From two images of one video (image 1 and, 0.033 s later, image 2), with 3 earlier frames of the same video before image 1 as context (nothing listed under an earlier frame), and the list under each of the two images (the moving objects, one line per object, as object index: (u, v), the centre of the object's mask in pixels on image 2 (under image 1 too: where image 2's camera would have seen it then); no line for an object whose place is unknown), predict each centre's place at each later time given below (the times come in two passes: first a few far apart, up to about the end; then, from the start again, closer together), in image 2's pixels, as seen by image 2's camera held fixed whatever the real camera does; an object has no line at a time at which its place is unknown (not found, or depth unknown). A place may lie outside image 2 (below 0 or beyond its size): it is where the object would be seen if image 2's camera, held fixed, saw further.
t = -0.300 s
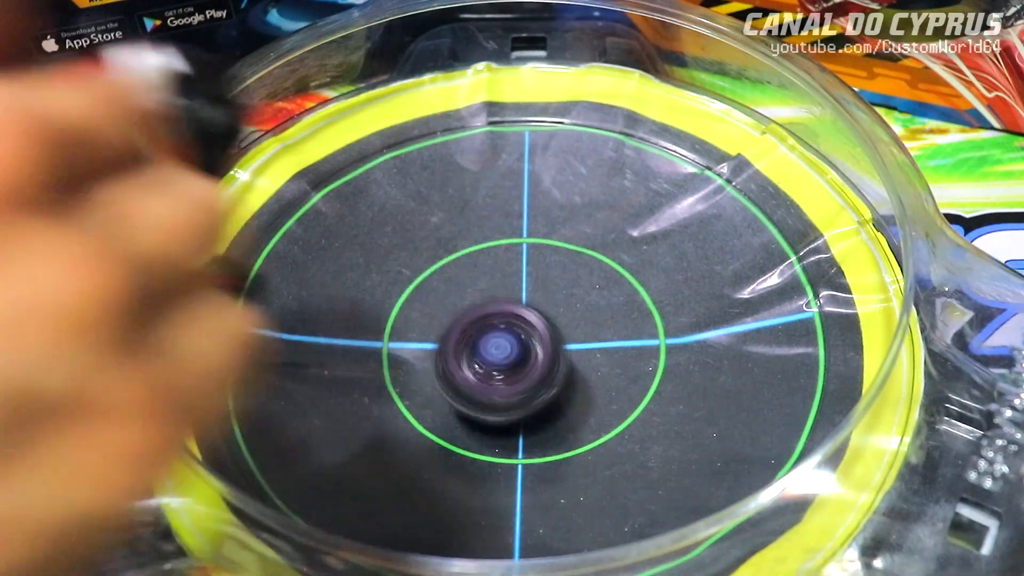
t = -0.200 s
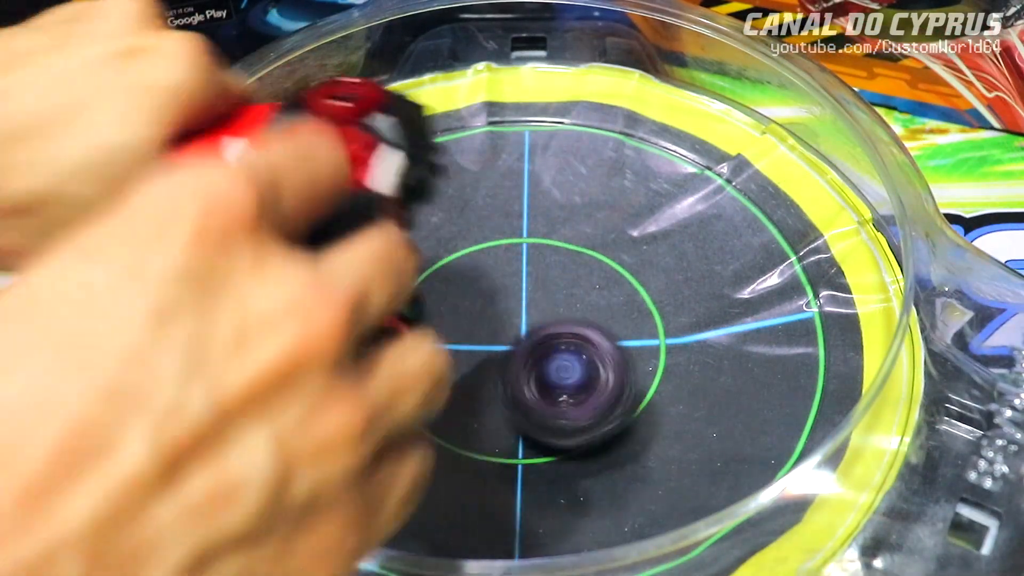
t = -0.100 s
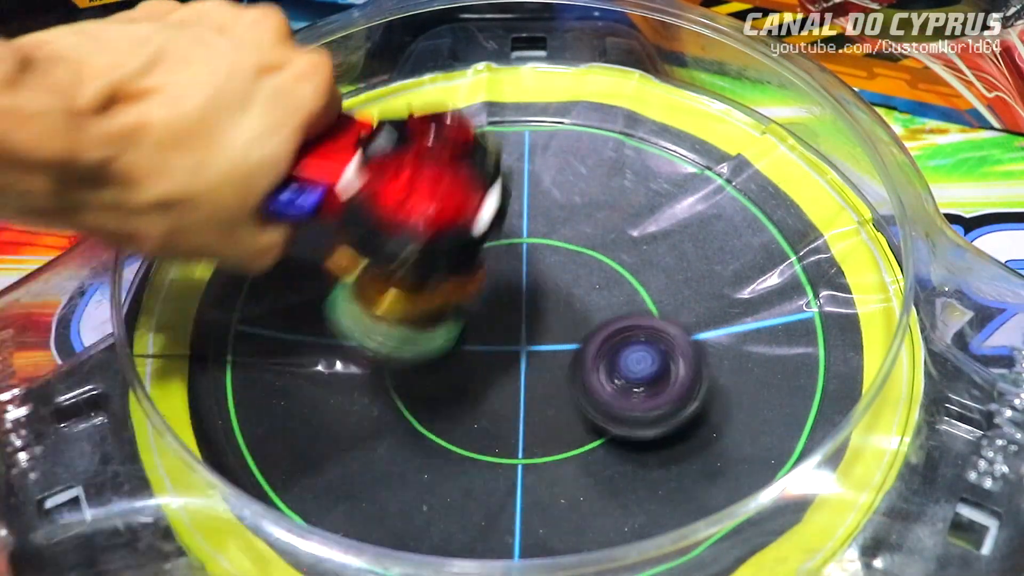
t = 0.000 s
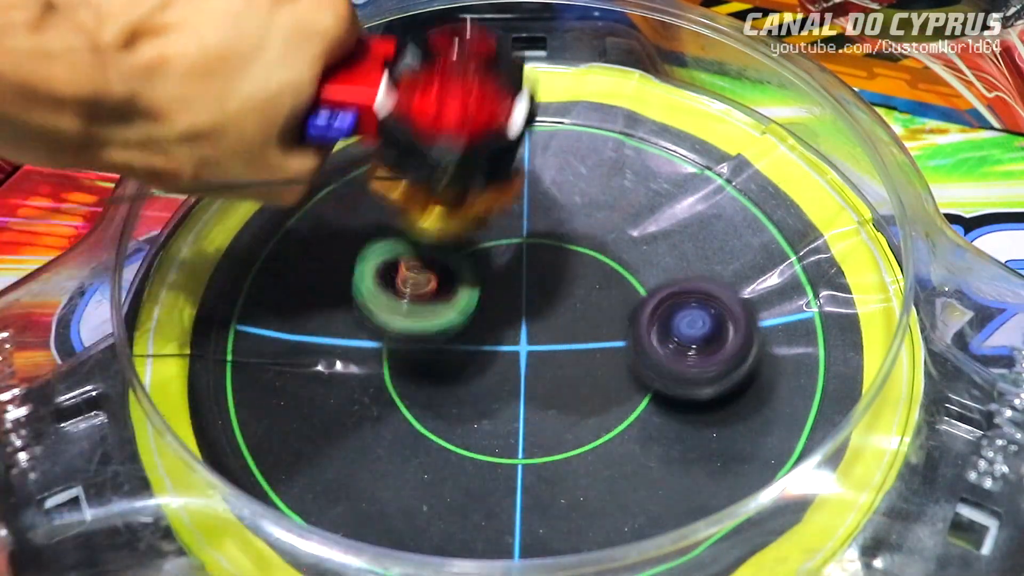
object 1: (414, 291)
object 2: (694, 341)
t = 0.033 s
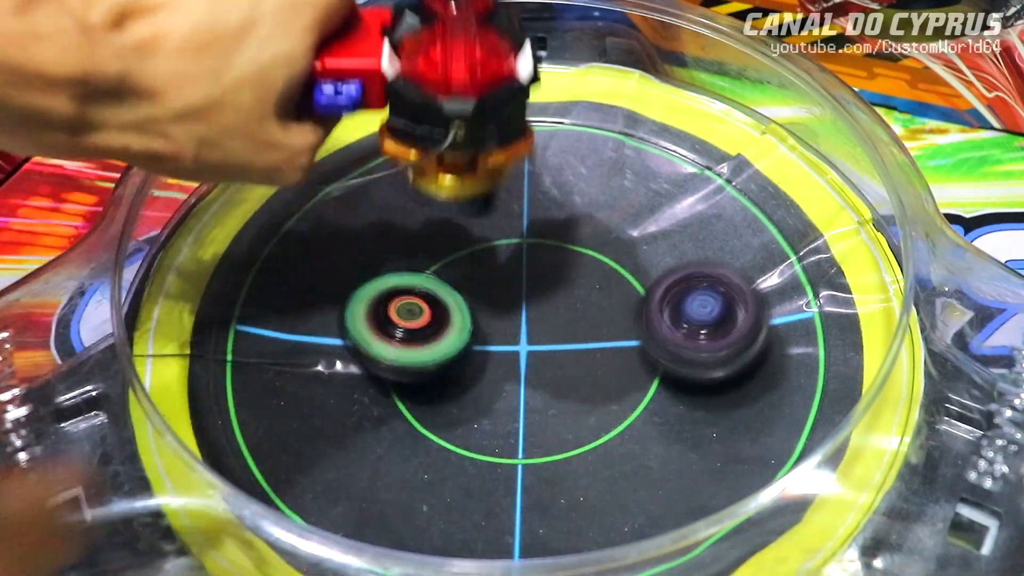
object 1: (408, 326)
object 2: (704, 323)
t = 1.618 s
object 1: (469, 397)
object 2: (464, 285)
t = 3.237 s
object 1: (596, 365)
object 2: (402, 346)
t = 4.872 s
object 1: (657, 301)
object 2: (486, 371)
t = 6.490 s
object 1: (76, 417)
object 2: (396, 377)
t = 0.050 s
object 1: (404, 324)
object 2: (707, 314)
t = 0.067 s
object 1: (401, 323)
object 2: (709, 305)
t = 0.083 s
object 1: (398, 330)
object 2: (708, 296)
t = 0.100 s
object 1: (397, 336)
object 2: (706, 288)
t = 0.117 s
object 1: (398, 336)
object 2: (703, 278)
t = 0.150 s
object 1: (403, 337)
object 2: (694, 266)
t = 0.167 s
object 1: (406, 336)
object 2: (685, 260)
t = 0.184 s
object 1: (409, 334)
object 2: (675, 257)
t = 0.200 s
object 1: (413, 332)
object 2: (666, 254)
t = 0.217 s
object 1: (418, 329)
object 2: (656, 251)
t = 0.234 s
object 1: (423, 326)
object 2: (645, 249)
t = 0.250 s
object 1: (428, 322)
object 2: (633, 248)
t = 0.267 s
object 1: (432, 318)
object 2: (621, 247)
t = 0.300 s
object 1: (441, 308)
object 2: (596, 248)
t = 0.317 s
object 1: (445, 303)
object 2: (584, 249)
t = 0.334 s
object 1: (448, 297)
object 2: (571, 251)
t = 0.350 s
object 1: (428, 294)
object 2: (575, 248)
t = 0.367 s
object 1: (397, 296)
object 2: (587, 243)
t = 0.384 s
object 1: (370, 297)
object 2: (599, 238)
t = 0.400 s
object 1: (341, 296)
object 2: (610, 234)
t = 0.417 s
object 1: (318, 296)
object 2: (620, 232)
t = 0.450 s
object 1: (274, 302)
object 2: (634, 229)
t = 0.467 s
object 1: (255, 306)
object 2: (639, 229)
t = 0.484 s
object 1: (239, 312)
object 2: (642, 229)
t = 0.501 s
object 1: (225, 315)
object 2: (644, 230)
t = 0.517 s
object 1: (214, 320)
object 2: (645, 232)
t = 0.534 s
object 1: (210, 327)
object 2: (645, 233)
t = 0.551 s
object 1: (217, 336)
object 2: (642, 236)
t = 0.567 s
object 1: (225, 344)
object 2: (638, 238)
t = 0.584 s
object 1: (235, 351)
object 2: (634, 241)
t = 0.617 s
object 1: (259, 368)
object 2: (624, 247)
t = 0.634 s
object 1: (275, 378)
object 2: (618, 249)
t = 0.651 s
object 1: (292, 388)
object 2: (611, 253)
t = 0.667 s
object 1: (309, 396)
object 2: (606, 257)
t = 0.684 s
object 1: (328, 402)
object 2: (600, 261)
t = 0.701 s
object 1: (349, 408)
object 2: (592, 266)
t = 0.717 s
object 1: (371, 412)
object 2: (587, 272)
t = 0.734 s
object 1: (392, 414)
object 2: (581, 275)
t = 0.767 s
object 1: (439, 412)
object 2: (568, 287)
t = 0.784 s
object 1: (461, 409)
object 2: (562, 295)
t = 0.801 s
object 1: (485, 401)
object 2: (557, 302)
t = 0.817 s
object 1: (497, 401)
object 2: (557, 303)
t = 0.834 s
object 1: (498, 411)
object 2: (562, 294)
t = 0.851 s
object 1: (500, 427)
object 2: (570, 282)
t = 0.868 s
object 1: (500, 444)
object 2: (578, 276)
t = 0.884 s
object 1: (503, 454)
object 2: (585, 272)
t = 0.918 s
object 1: (508, 468)
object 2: (595, 256)
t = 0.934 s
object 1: (511, 472)
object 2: (600, 254)
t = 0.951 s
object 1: (516, 474)
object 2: (603, 250)
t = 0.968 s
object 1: (519, 473)
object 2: (604, 248)
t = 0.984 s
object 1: (524, 472)
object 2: (605, 247)
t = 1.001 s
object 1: (527, 468)
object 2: (605, 246)
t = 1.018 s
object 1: (531, 464)
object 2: (604, 249)
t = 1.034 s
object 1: (534, 458)
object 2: (602, 251)
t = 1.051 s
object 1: (538, 451)
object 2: (599, 254)
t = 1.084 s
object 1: (548, 431)
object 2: (592, 261)
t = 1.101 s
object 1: (551, 421)
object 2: (589, 265)
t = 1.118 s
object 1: (555, 410)
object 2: (584, 270)
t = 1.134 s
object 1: (557, 397)
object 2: (582, 273)
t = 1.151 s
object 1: (559, 385)
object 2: (578, 275)
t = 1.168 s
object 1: (553, 387)
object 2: (577, 272)
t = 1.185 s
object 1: (544, 397)
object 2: (577, 259)
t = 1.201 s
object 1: (534, 405)
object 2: (579, 248)
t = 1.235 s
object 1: (514, 417)
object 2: (578, 224)
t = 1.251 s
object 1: (505, 421)
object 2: (576, 214)
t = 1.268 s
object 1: (497, 424)
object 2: (574, 205)
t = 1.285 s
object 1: (488, 426)
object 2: (570, 199)
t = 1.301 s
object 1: (483, 427)
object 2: (566, 193)
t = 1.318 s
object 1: (478, 427)
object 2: (560, 190)
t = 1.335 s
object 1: (474, 428)
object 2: (555, 188)
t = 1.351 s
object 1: (469, 427)
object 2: (549, 187)
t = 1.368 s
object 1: (467, 428)
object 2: (543, 188)
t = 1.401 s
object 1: (464, 428)
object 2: (532, 191)
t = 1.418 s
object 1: (462, 427)
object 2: (526, 195)
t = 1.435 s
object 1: (462, 427)
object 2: (521, 200)
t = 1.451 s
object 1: (461, 426)
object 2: (516, 205)
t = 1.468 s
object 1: (461, 424)
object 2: (513, 212)
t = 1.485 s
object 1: (461, 422)
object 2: (508, 217)
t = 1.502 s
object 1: (462, 419)
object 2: (504, 223)
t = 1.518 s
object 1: (464, 416)
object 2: (499, 230)
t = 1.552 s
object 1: (466, 411)
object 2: (488, 246)
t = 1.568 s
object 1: (466, 408)
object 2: (483, 257)
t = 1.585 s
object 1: (466, 405)
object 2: (477, 267)
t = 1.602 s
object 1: (468, 401)
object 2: (470, 276)
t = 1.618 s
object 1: (469, 397)
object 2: (464, 285)
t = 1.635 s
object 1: (467, 409)
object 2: (461, 286)
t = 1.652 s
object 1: (466, 434)
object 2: (459, 273)
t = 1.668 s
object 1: (464, 458)
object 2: (459, 264)
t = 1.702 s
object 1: (465, 494)
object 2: (457, 243)
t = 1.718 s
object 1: (467, 504)
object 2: (457, 235)
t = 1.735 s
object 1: (473, 511)
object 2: (459, 232)
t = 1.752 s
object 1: (480, 518)
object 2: (459, 227)
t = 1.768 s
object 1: (487, 523)
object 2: (459, 223)
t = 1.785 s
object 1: (498, 523)
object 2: (459, 220)
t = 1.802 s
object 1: (507, 522)
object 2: (459, 218)
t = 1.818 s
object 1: (518, 521)
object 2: (458, 218)
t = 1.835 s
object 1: (527, 518)
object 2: (458, 218)
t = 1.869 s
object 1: (549, 509)
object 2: (456, 222)
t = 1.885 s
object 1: (558, 503)
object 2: (455, 225)
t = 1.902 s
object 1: (568, 495)
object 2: (453, 230)
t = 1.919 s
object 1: (576, 488)
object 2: (452, 235)
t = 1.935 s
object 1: (584, 480)
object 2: (451, 241)
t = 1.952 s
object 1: (590, 470)
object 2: (449, 247)
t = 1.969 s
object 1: (593, 459)
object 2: (447, 254)
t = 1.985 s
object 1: (596, 448)
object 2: (445, 262)
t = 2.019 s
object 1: (599, 425)
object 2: (441, 279)
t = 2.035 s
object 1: (597, 414)
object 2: (440, 288)
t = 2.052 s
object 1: (595, 404)
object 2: (439, 297)
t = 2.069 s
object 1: (591, 392)
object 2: (439, 306)
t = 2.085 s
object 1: (585, 381)
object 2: (440, 313)
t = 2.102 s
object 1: (580, 371)
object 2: (442, 321)
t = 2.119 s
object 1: (576, 361)
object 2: (441, 327)
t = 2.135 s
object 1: (578, 352)
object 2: (435, 329)
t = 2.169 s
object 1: (582, 338)
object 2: (425, 335)
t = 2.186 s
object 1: (581, 331)
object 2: (423, 337)
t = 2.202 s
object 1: (578, 324)
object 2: (423, 339)
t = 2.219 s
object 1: (575, 317)
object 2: (423, 342)
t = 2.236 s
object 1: (570, 310)
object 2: (425, 344)
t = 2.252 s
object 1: (564, 303)
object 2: (429, 346)
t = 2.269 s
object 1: (560, 297)
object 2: (431, 349)
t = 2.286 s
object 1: (564, 289)
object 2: (426, 352)
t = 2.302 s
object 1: (567, 280)
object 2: (421, 356)
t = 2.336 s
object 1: (568, 261)
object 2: (416, 363)
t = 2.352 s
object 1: (567, 253)
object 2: (415, 366)
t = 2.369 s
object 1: (563, 246)
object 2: (417, 369)
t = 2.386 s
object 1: (559, 239)
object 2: (418, 371)
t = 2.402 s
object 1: (553, 233)
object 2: (422, 373)
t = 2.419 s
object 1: (546, 228)
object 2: (426, 375)
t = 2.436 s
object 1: (538, 223)
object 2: (432, 377)
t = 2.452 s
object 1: (530, 219)
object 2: (438, 378)
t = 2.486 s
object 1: (511, 212)
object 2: (455, 380)
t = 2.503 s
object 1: (501, 209)
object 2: (465, 380)
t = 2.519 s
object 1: (491, 207)
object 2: (474, 380)
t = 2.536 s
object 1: (480, 205)
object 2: (486, 379)
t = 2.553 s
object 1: (469, 203)
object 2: (497, 377)
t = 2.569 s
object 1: (457, 201)
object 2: (508, 374)
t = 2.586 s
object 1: (446, 201)
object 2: (518, 370)
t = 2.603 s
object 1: (435, 201)
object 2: (527, 366)
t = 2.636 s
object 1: (413, 206)
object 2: (545, 354)
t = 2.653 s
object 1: (402, 208)
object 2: (550, 347)
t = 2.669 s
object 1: (392, 211)
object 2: (556, 340)
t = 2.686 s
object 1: (383, 216)
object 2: (562, 333)
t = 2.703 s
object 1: (374, 222)
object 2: (566, 325)
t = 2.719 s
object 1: (366, 227)
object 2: (568, 317)
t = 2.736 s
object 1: (360, 235)
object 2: (569, 309)
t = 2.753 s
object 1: (354, 242)
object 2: (569, 302)
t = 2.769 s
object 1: (349, 247)
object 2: (569, 294)
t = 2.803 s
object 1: (344, 267)
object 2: (563, 279)
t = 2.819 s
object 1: (342, 275)
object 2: (559, 272)
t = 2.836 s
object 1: (342, 286)
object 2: (555, 268)
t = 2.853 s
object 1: (343, 297)
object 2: (549, 262)
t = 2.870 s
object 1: (346, 308)
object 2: (542, 256)
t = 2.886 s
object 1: (351, 317)
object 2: (533, 250)
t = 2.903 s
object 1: (356, 327)
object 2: (525, 247)
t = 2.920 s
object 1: (363, 337)
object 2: (516, 244)
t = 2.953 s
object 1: (380, 353)
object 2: (498, 242)
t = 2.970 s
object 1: (390, 361)
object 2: (487, 241)
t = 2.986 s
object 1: (400, 366)
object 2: (477, 242)
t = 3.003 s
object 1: (411, 372)
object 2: (468, 244)
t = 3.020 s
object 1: (422, 376)
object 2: (458, 245)
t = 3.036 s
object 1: (434, 380)
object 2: (449, 250)
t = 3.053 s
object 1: (448, 384)
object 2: (439, 255)
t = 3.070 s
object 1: (462, 386)
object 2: (430, 260)
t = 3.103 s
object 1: (491, 389)
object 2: (413, 274)
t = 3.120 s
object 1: (505, 388)
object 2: (406, 282)
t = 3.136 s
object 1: (519, 387)
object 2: (401, 289)
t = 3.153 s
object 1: (533, 385)
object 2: (397, 298)
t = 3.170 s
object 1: (547, 382)
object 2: (395, 307)
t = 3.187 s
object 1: (560, 379)
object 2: (394, 317)
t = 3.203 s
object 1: (573, 375)
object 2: (395, 327)
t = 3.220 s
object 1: (585, 371)
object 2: (398, 336)
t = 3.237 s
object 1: (596, 365)
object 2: (402, 346)
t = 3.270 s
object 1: (616, 352)
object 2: (416, 363)
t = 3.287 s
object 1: (626, 346)
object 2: (425, 372)
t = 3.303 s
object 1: (634, 339)
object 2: (435, 378)
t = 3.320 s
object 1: (642, 332)
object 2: (447, 385)
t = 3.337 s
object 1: (649, 325)
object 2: (458, 390)
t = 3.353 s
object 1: (654, 318)
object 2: (471, 394)
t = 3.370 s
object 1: (657, 310)
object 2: (486, 397)
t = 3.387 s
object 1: (659, 302)
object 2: (499, 400)
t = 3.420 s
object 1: (662, 286)
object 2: (529, 400)
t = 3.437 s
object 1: (662, 278)
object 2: (543, 398)
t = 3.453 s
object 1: (660, 269)
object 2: (556, 395)
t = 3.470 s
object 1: (658, 260)
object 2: (569, 390)
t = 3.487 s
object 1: (654, 253)
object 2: (581, 384)
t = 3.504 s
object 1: (650, 245)
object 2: (594, 378)
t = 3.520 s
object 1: (645, 238)
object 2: (605, 369)
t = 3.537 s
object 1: (639, 232)
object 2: (614, 361)
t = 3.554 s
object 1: (633, 226)
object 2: (622, 351)
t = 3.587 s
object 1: (616, 214)
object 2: (634, 332)
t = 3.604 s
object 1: (608, 210)
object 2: (638, 320)
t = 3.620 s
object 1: (599, 208)
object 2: (640, 312)
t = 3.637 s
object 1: (589, 202)
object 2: (642, 305)
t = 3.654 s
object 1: (579, 199)
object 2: (643, 299)
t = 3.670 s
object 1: (569, 196)
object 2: (641, 293)
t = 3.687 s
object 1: (557, 195)
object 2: (639, 287)
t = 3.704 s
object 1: (546, 194)
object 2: (635, 280)
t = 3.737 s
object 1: (522, 197)
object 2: (624, 267)
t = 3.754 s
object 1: (509, 200)
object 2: (616, 260)
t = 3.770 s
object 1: (490, 201)
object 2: (615, 258)
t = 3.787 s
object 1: (469, 199)
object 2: (614, 257)
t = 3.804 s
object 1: (450, 200)
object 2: (612, 257)
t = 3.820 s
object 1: (432, 200)
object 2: (609, 255)
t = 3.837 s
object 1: (416, 202)
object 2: (606, 256)
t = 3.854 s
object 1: (401, 206)
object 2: (603, 256)
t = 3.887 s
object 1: (377, 214)
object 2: (596, 257)
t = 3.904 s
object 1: (368, 221)
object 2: (593, 257)
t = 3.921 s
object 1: (358, 228)
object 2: (590, 258)
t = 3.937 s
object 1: (349, 234)
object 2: (586, 259)
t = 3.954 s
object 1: (340, 242)
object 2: (582, 260)
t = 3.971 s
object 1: (333, 250)
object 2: (579, 261)
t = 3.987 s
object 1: (325, 257)
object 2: (575, 262)
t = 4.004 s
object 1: (320, 265)
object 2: (572, 264)
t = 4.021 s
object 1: (314, 274)
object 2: (568, 266)
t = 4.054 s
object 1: (307, 290)
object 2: (560, 269)
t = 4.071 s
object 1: (304, 303)
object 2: (556, 271)
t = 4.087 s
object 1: (302, 312)
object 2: (552, 273)
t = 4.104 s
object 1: (302, 322)
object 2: (548, 275)
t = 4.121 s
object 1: (302, 333)
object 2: (544, 276)
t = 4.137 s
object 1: (304, 342)
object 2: (541, 279)
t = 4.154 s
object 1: (306, 352)
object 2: (537, 282)
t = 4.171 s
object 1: (309, 362)
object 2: (533, 284)
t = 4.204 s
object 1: (320, 381)
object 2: (526, 290)
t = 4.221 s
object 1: (327, 389)
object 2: (523, 294)
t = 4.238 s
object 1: (335, 398)
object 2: (520, 297)
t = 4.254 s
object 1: (343, 407)
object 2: (517, 299)
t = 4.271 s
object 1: (354, 414)
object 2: (515, 303)
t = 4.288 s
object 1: (364, 420)
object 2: (512, 306)
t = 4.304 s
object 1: (375, 426)
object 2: (509, 309)
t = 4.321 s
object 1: (388, 431)
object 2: (508, 313)
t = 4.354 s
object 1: (415, 439)
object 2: (505, 319)
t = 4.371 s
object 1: (428, 442)
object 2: (504, 322)
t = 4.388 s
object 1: (442, 444)
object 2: (502, 324)
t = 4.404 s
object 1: (456, 445)
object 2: (501, 326)
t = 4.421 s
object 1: (469, 444)
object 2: (500, 328)
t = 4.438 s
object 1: (484, 444)
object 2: (499, 329)
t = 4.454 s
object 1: (498, 442)
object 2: (499, 331)
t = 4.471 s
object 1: (511, 442)
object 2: (498, 332)
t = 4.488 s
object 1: (525, 443)
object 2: (497, 334)
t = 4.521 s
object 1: (551, 441)
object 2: (495, 337)
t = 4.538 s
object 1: (564, 438)
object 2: (494, 339)
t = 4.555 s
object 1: (575, 435)
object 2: (494, 341)
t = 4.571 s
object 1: (586, 430)
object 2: (494, 343)
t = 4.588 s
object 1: (595, 424)
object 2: (493, 346)
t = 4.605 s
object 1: (606, 420)
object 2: (492, 348)
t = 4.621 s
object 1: (615, 414)
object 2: (492, 350)
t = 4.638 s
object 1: (624, 408)
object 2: (491, 351)
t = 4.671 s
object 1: (640, 395)
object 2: (490, 355)
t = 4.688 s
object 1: (644, 387)
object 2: (489, 357)
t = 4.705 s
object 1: (650, 379)
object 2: (488, 358)
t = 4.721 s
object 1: (654, 371)
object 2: (489, 360)
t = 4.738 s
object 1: (658, 363)
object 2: (488, 361)
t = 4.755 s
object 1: (661, 356)
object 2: (487, 363)
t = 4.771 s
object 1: (663, 347)
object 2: (487, 364)
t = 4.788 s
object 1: (664, 339)
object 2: (486, 365)
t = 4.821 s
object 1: (663, 324)
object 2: (486, 368)
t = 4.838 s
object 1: (663, 316)
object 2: (486, 370)
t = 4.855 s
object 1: (660, 308)
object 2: (486, 370)
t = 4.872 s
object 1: (657, 301)
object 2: (486, 371)
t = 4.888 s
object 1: (653, 294)
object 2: (486, 372)
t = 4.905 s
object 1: (649, 287)
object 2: (486, 373)
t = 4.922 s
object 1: (643, 281)
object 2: (486, 374)
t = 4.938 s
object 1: (637, 276)
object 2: (487, 374)
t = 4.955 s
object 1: (631, 271)
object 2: (486, 375)
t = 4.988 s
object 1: (617, 259)
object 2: (487, 375)
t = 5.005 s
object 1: (610, 255)
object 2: (488, 376)
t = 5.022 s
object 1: (601, 251)
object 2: (488, 376)
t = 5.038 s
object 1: (594, 248)
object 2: (488, 375)
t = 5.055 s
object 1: (586, 245)
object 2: (488, 375)
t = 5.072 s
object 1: (577, 242)
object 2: (488, 375)
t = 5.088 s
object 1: (568, 240)
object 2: (489, 375)
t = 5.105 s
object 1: (560, 238)
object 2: (489, 375)
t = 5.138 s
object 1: (541, 235)
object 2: (490, 374)
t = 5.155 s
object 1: (531, 236)
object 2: (491, 374)
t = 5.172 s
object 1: (523, 235)
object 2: (491, 374)
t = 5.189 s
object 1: (514, 236)
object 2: (491, 373)
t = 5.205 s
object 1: (504, 237)
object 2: (491, 372)
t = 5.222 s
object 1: (495, 237)
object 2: (492, 372)
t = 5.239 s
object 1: (487, 239)
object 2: (492, 371)
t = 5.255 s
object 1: (478, 241)
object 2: (493, 370)
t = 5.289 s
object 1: (461, 246)
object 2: (494, 368)
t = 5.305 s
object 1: (454, 251)
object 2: (494, 365)
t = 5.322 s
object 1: (446, 253)
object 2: (494, 364)
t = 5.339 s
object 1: (439, 259)
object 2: (494, 363)
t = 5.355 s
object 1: (431, 263)
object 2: (495, 362)
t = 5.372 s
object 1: (423, 263)
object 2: (496, 364)
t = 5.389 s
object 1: (415, 264)
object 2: (500, 366)
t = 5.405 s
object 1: (407, 268)
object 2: (502, 369)
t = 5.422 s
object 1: (400, 270)
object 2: (505, 371)
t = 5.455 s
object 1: (386, 279)
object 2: (508, 372)
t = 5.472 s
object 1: (380, 283)
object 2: (509, 373)
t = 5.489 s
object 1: (375, 286)
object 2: (510, 373)
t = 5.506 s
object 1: (370, 290)
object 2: (509, 373)
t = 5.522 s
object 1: (365, 298)
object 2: (509, 373)
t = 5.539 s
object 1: (362, 304)
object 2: (508, 372)
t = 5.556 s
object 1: (359, 310)
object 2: (507, 371)
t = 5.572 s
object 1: (358, 317)
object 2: (506, 369)
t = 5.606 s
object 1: (358, 332)
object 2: (502, 366)
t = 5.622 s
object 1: (357, 337)
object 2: (502, 364)
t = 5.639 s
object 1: (343, 338)
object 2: (515, 366)
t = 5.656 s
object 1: (331, 339)
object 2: (529, 368)
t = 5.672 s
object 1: (319, 341)
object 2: (542, 369)
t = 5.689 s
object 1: (309, 343)
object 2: (553, 370)
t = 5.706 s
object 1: (301, 349)
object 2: (563, 370)
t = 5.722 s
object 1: (294, 356)
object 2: (572, 369)
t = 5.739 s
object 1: (290, 364)
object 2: (579, 368)
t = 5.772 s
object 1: (292, 383)
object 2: (591, 362)
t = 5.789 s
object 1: (298, 391)
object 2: (596, 357)
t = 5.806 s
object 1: (305, 398)
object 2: (600, 352)
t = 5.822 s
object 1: (319, 404)
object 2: (603, 346)
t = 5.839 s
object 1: (333, 408)
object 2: (606, 341)
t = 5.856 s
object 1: (345, 409)
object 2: (608, 334)
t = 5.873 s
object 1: (360, 409)
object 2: (609, 326)
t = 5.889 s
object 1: (374, 407)
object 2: (610, 318)
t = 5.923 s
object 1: (402, 399)
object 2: (606, 304)
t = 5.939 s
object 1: (415, 392)
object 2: (603, 298)
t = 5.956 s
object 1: (427, 386)
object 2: (599, 291)
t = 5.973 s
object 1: (439, 376)
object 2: (595, 286)
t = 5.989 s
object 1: (450, 366)
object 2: (589, 282)
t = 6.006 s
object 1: (459, 359)
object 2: (583, 279)
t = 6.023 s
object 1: (470, 349)
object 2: (576, 277)
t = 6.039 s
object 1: (439, 346)
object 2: (597, 265)
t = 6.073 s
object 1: (321, 353)
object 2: (684, 219)
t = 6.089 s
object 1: (272, 356)
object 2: (719, 197)
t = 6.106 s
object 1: (229, 352)
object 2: (750, 172)
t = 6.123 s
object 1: (193, 346)
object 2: (770, 153)
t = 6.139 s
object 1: (175, 334)
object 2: (783, 139)
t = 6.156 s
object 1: (120, 338)
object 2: (776, 143)
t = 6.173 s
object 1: (85, 337)
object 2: (764, 153)
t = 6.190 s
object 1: (63, 344)
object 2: (751, 169)
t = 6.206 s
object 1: (51, 357)
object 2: (737, 188)
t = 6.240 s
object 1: (62, 407)
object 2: (703, 206)
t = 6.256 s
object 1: (60, 427)
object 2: (683, 225)
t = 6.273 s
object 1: (66, 458)
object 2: (664, 235)
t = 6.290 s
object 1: (63, 475)
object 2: (643, 247)
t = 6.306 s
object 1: (68, 500)
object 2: (620, 262)
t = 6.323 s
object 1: (71, 511)
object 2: (600, 273)
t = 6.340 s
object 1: (68, 489)
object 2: (578, 283)
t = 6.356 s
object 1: (65, 475)
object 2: (554, 295)
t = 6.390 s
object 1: (68, 454)
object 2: (508, 317)
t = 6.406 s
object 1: (67, 453)
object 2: (486, 328)
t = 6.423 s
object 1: (54, 462)
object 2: (465, 338)
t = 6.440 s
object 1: (65, 449)
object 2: (448, 348)
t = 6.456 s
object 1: (60, 441)
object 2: (430, 358)
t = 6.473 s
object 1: (73, 425)
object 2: (413, 367)
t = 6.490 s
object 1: (76, 417)
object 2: (396, 377)
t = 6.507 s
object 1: (79, 419)
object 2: (382, 387)
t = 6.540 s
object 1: (59, 424)
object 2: (356, 402)
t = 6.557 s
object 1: (58, 421)
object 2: (346, 411)
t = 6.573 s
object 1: (61, 433)
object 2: (337, 418)
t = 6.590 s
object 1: (62, 428)
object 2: (332, 425)
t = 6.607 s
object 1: (72, 429)
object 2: (327, 433)
